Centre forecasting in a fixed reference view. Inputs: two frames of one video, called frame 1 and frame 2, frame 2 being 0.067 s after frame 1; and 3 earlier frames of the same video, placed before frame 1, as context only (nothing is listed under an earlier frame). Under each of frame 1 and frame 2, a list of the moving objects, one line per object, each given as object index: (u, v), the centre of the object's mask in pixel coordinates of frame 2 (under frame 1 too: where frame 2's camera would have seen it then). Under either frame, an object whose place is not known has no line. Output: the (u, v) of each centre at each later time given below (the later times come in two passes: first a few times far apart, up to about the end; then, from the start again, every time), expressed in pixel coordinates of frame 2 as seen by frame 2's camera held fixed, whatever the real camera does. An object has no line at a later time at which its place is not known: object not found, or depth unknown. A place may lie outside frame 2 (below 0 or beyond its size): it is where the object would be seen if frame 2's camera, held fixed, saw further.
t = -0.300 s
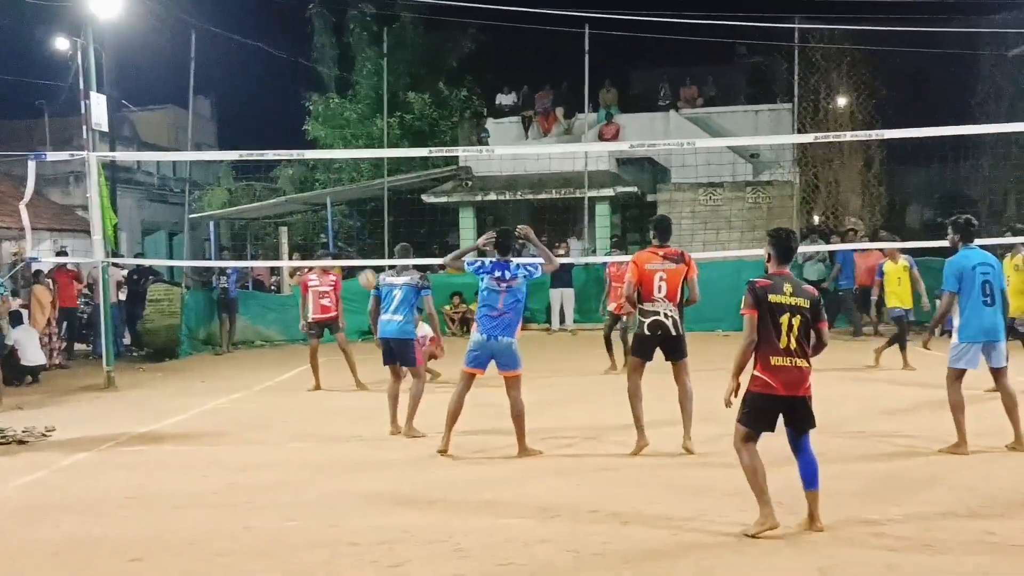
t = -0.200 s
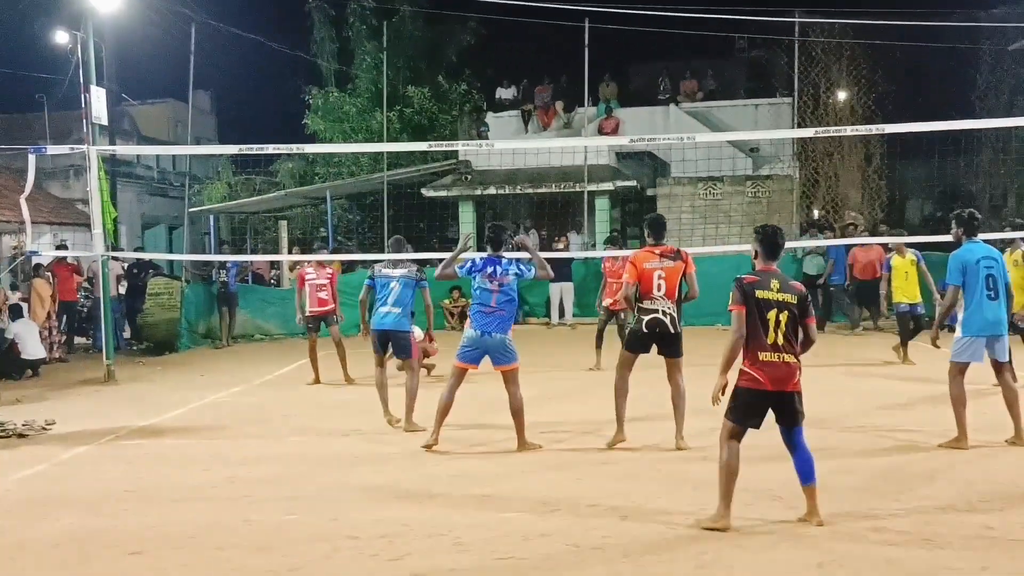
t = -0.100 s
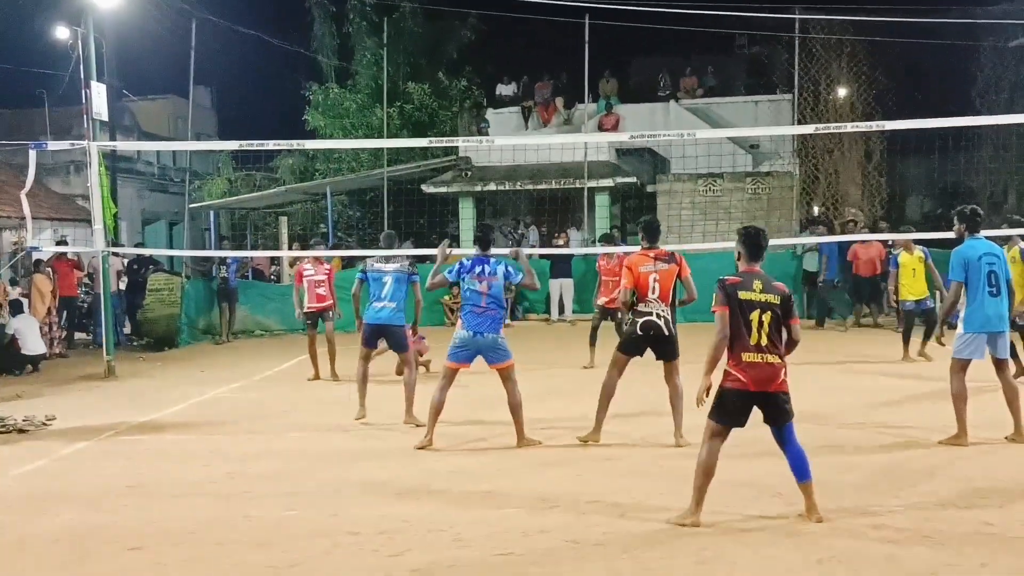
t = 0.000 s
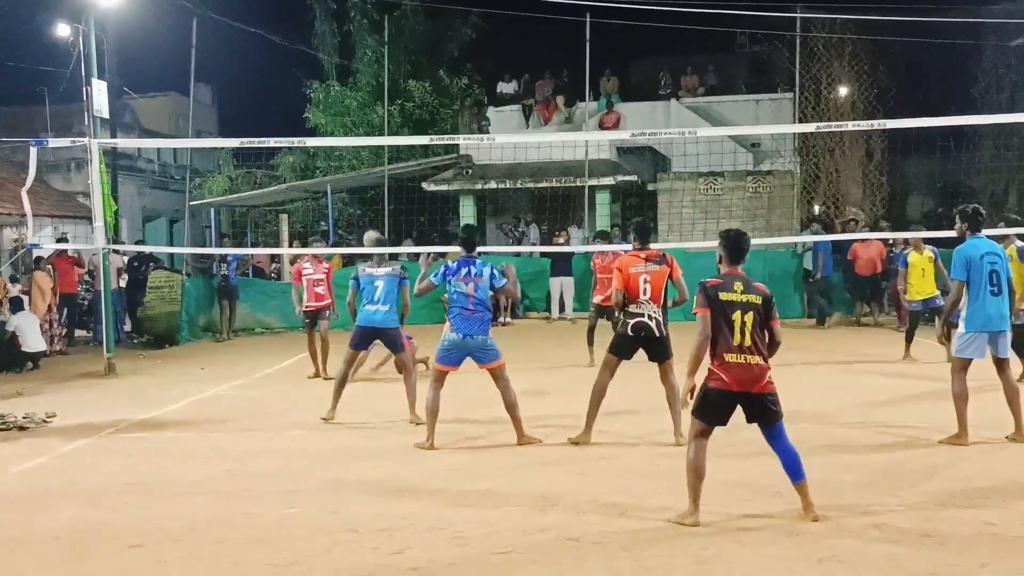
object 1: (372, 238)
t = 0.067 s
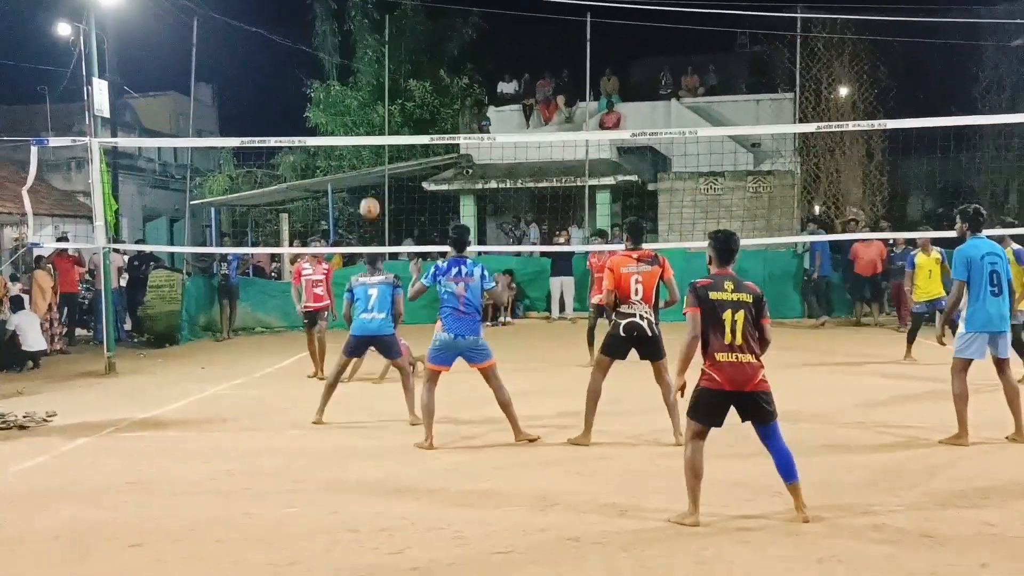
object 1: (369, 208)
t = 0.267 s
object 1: (360, 128)
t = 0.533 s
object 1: (353, 72)
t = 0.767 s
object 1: (344, 75)
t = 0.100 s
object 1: (368, 193)
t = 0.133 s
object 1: (367, 179)
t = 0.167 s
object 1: (366, 164)
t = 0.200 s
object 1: (364, 154)
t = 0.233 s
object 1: (362, 134)
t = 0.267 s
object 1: (360, 128)
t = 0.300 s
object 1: (360, 119)
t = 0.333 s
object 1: (359, 110)
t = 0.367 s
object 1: (357, 101)
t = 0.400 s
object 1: (356, 93)
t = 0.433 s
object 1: (355, 87)
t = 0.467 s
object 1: (354, 80)
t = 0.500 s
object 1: (353, 75)
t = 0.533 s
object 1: (353, 72)
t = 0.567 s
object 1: (352, 69)
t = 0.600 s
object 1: (350, 67)
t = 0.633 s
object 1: (349, 67)
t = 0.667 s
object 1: (347, 67)
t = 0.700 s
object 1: (346, 69)
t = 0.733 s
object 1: (345, 72)
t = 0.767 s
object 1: (344, 75)
